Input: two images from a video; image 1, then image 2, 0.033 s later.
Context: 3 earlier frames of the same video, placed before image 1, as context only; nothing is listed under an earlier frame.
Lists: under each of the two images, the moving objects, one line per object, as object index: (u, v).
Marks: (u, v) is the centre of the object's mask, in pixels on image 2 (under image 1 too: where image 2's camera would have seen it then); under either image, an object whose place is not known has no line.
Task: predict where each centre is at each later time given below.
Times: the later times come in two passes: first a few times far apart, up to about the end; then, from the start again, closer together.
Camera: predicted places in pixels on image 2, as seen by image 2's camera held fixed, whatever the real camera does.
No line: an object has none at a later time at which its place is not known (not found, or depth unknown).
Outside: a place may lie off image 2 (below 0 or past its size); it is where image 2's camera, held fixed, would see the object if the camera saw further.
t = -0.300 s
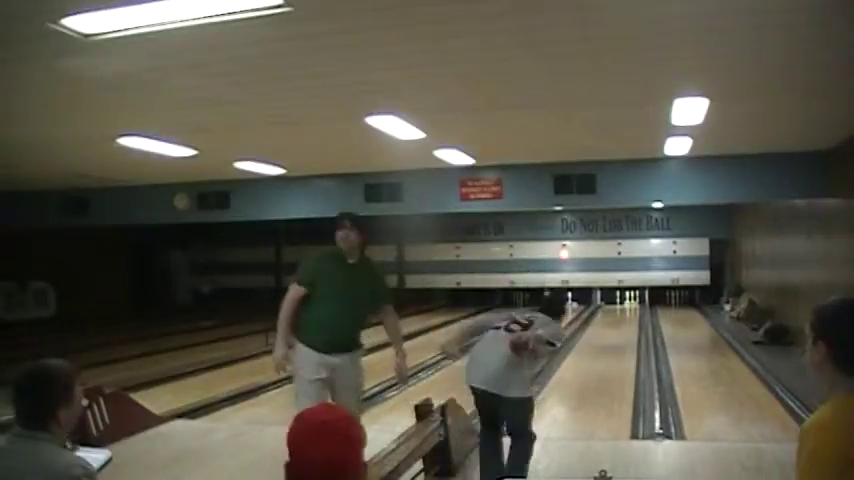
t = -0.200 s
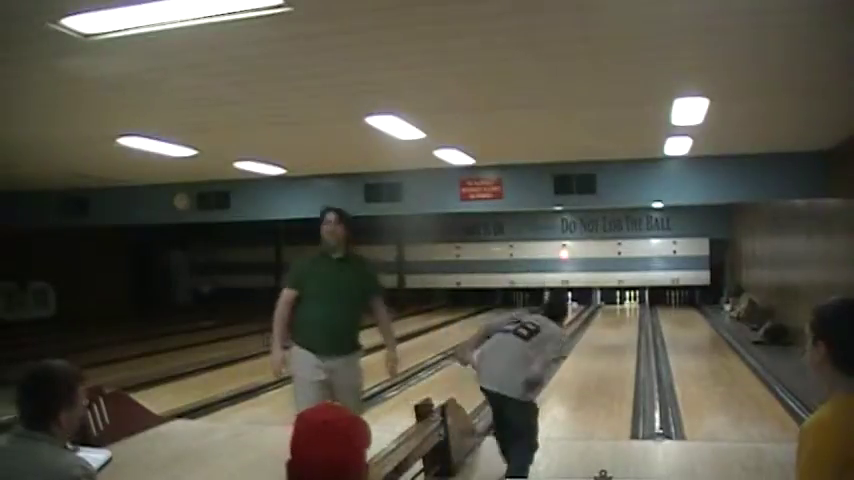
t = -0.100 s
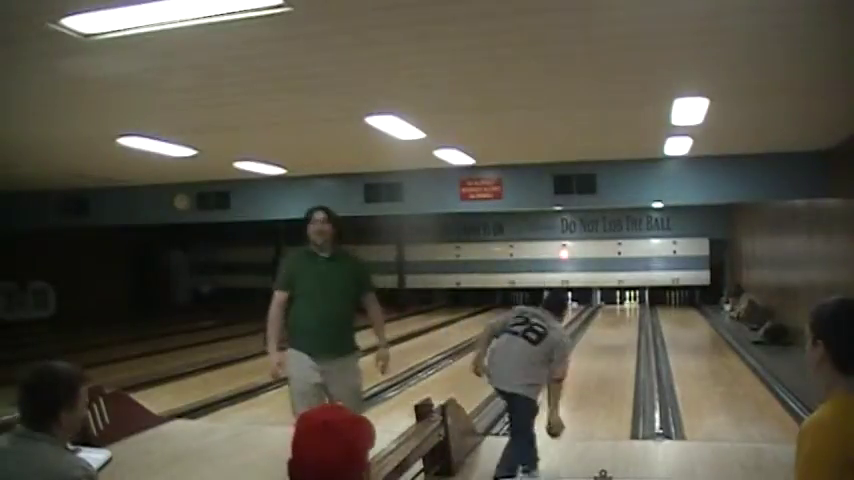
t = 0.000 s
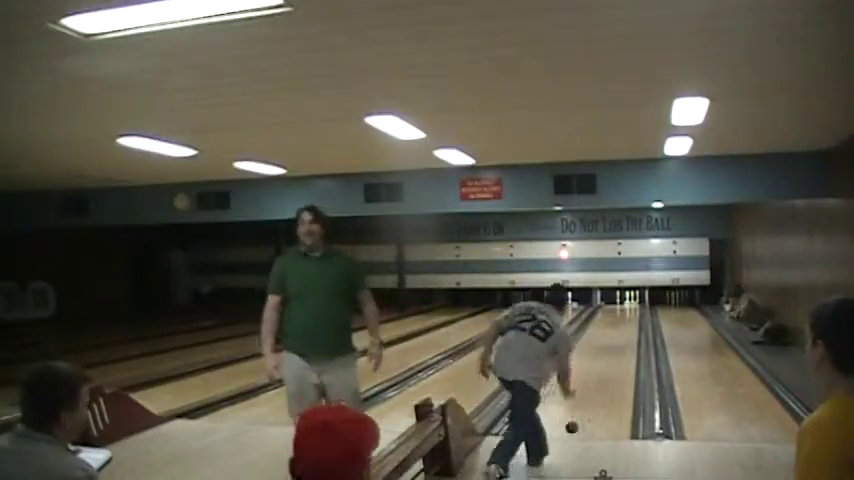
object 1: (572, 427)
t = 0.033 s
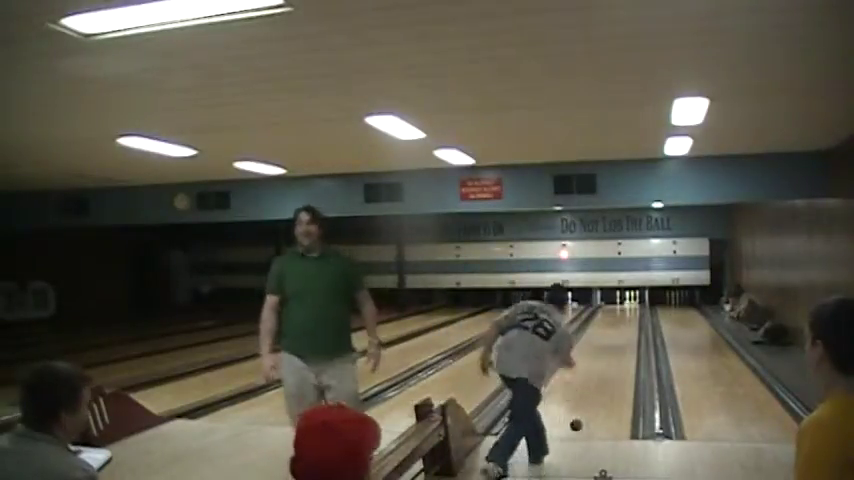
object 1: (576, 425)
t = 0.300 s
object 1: (598, 378)
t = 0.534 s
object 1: (606, 357)
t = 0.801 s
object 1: (615, 334)
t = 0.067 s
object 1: (580, 423)
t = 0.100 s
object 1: (583, 413)
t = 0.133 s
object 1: (585, 405)
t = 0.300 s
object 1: (598, 378)
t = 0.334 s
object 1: (599, 372)
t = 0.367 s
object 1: (602, 368)
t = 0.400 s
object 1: (603, 365)
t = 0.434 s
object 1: (604, 361)
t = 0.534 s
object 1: (606, 357)
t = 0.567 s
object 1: (610, 348)
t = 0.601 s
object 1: (611, 346)
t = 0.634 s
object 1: (611, 344)
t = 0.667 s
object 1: (612, 342)
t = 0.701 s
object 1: (613, 340)
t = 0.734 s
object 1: (614, 338)
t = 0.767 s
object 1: (615, 335)
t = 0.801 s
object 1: (615, 334)
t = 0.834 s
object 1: (616, 332)
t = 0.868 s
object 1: (617, 330)
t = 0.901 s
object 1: (618, 329)
